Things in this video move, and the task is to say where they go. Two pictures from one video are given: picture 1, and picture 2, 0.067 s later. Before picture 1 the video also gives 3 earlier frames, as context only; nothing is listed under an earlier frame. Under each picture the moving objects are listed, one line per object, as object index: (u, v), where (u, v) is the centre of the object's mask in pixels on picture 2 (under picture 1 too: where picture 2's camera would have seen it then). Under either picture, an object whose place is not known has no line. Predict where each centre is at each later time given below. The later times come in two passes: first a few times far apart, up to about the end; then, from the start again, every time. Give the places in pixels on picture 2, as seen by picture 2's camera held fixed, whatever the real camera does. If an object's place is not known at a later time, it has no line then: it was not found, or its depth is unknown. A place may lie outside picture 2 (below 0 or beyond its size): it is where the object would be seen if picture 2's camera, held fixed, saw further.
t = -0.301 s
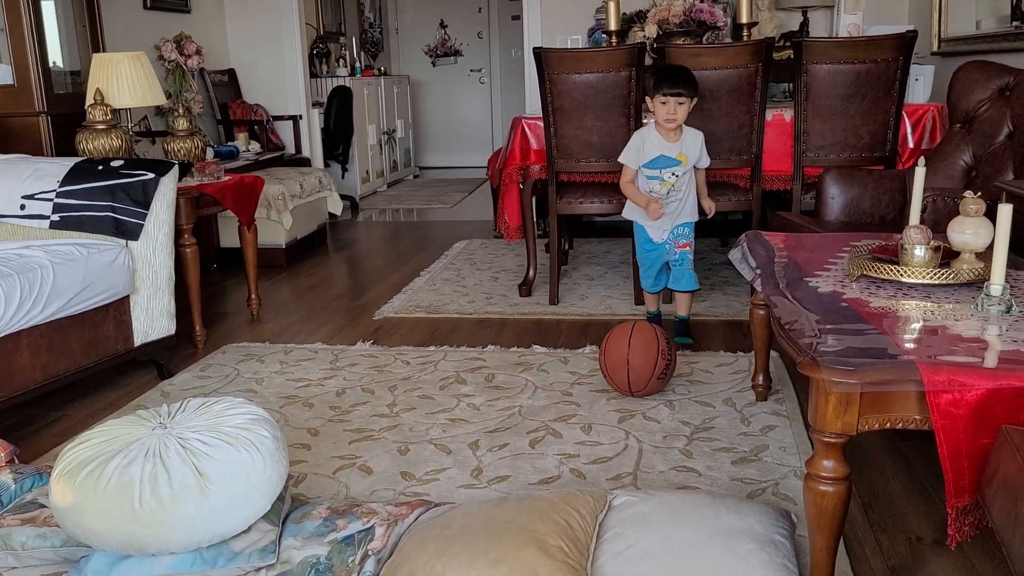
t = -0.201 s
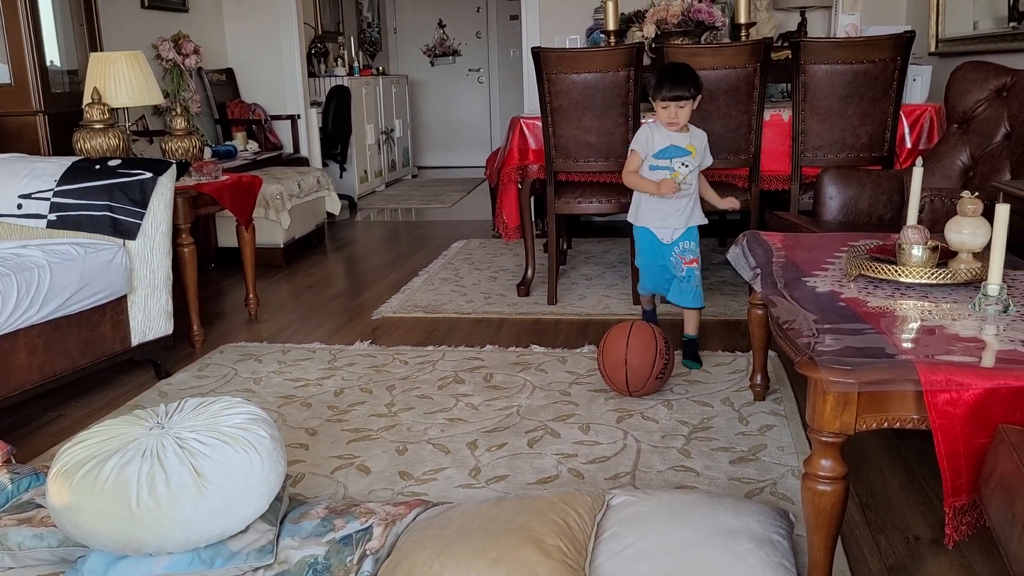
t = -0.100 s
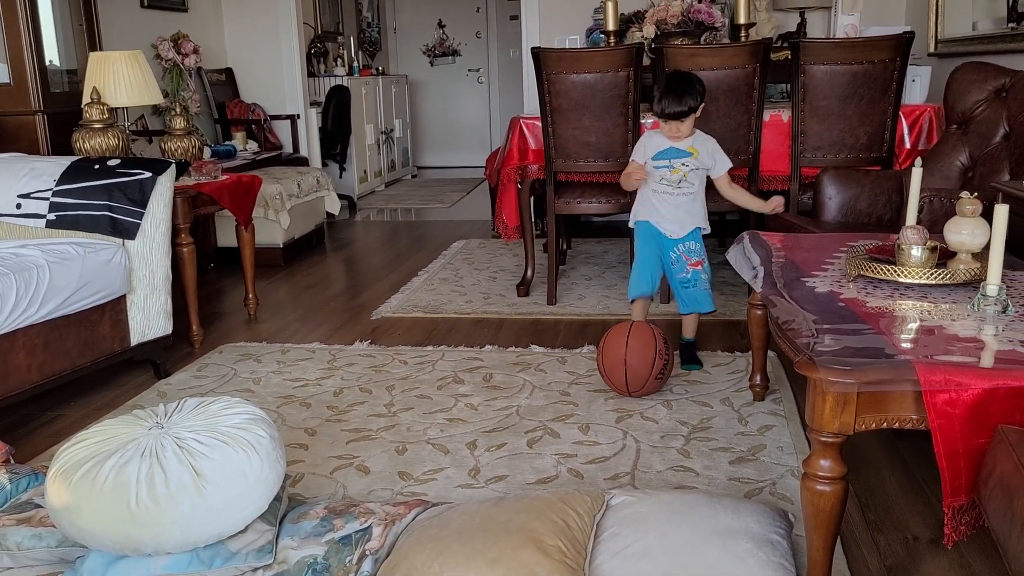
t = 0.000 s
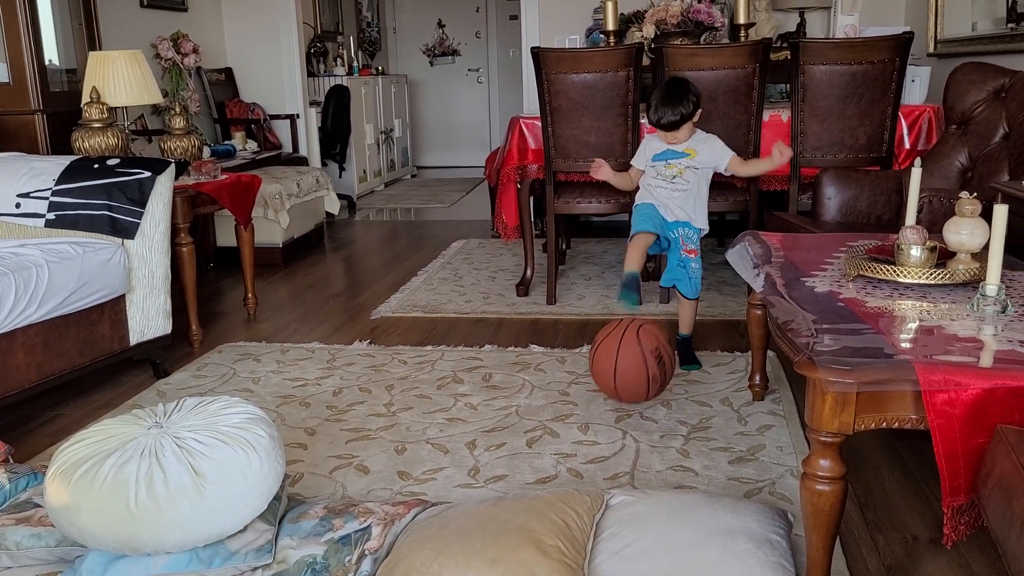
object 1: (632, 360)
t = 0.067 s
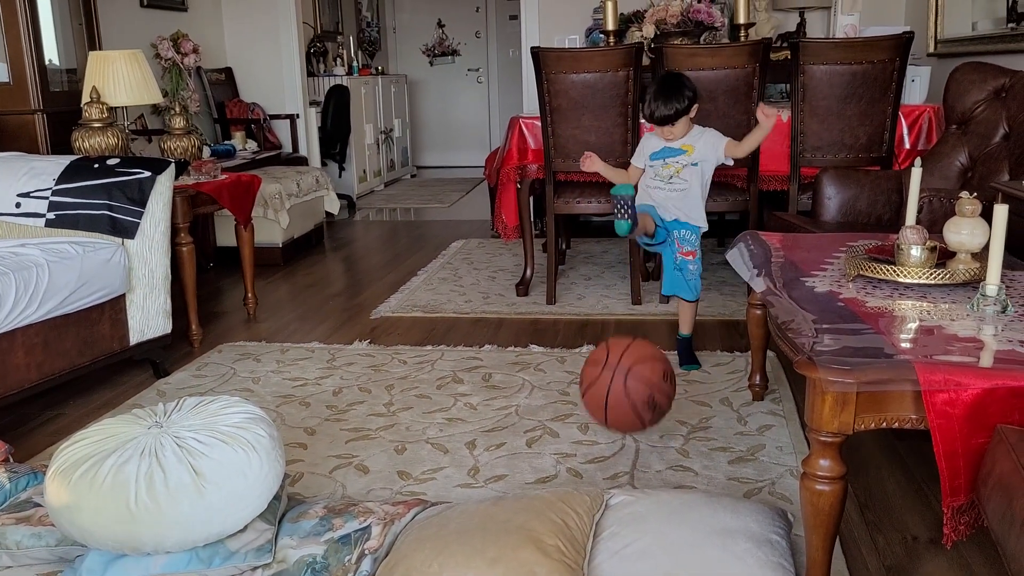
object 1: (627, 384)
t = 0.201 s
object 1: (616, 461)
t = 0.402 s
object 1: (593, 468)
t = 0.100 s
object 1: (625, 406)
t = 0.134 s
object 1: (622, 434)
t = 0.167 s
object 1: (619, 459)
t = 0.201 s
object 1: (616, 461)
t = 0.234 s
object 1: (612, 450)
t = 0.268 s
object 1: (609, 442)
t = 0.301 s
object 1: (605, 439)
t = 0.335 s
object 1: (601, 442)
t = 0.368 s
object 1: (597, 452)
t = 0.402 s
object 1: (593, 468)
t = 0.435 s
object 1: (589, 491)
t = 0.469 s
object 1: (585, 516)
